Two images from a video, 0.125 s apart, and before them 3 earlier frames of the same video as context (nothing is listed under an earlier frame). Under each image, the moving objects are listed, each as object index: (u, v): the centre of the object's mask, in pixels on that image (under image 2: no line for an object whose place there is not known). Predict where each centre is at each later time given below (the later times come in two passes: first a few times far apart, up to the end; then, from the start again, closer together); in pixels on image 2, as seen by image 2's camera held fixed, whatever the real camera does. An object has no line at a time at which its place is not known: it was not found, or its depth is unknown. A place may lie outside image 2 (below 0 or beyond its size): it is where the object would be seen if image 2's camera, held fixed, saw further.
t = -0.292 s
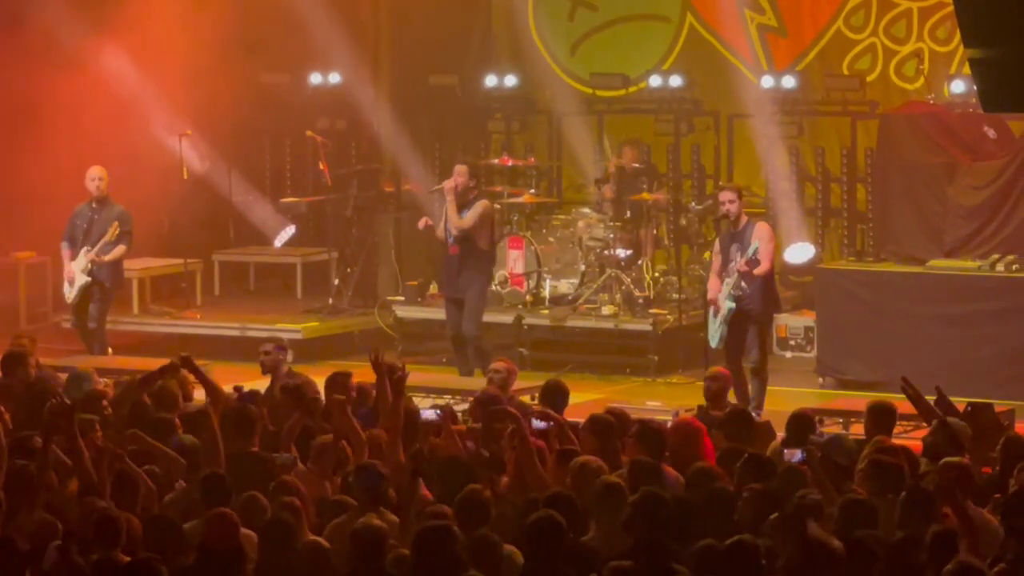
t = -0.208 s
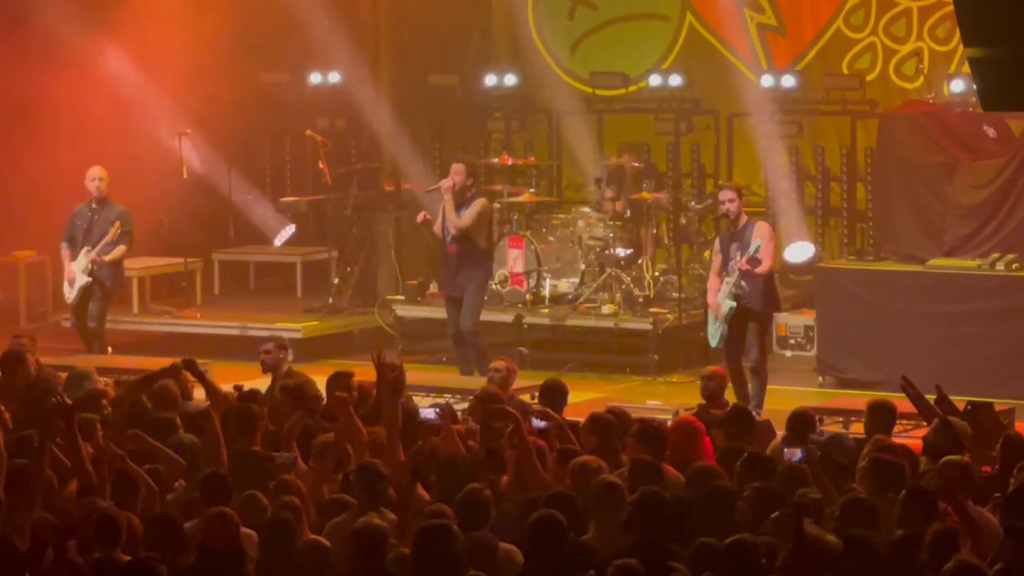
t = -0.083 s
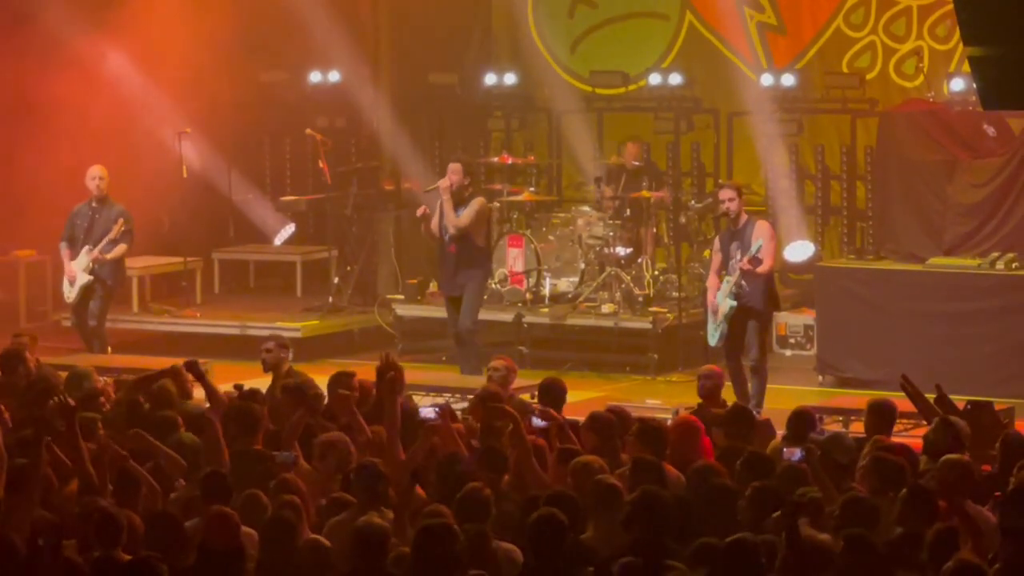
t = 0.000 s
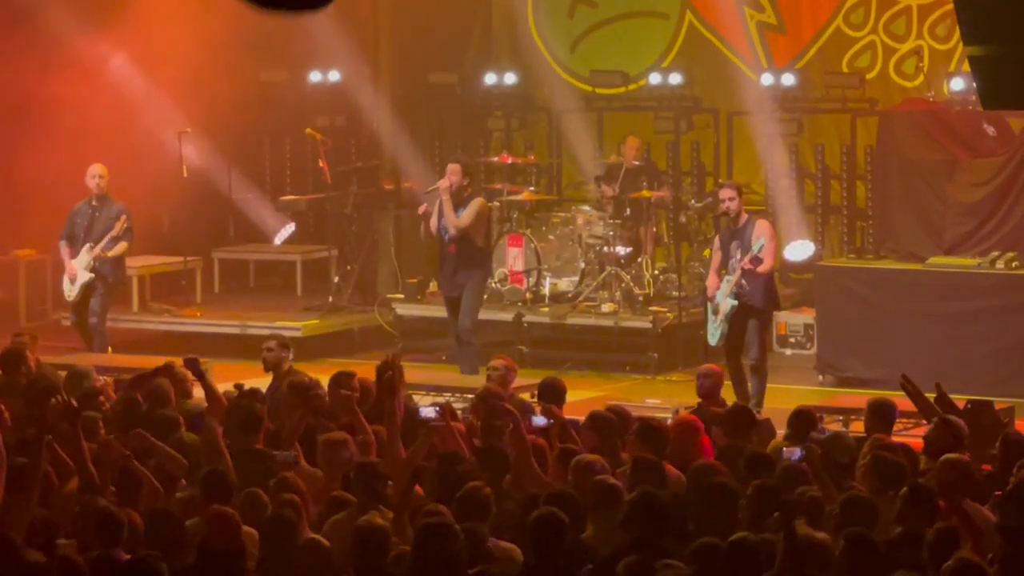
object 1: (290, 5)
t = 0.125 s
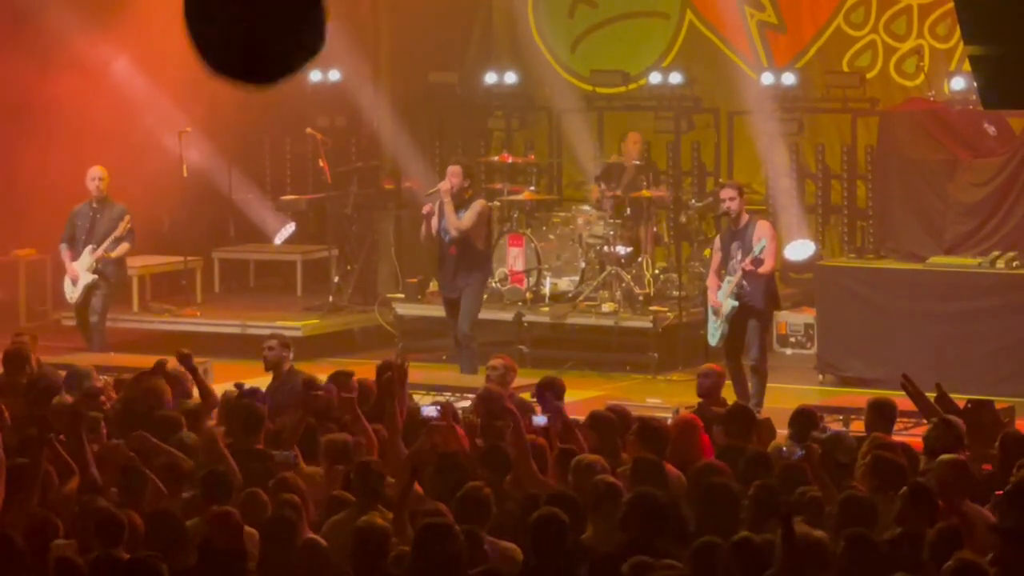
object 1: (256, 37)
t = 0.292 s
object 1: (212, 136)
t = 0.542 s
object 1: (148, 372)
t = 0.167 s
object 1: (243, 51)
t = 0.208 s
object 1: (233, 71)
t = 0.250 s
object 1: (222, 102)
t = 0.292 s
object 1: (212, 136)
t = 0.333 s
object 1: (201, 170)
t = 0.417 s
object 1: (180, 246)
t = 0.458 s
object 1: (170, 286)
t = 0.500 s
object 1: (158, 328)
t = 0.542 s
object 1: (148, 372)
